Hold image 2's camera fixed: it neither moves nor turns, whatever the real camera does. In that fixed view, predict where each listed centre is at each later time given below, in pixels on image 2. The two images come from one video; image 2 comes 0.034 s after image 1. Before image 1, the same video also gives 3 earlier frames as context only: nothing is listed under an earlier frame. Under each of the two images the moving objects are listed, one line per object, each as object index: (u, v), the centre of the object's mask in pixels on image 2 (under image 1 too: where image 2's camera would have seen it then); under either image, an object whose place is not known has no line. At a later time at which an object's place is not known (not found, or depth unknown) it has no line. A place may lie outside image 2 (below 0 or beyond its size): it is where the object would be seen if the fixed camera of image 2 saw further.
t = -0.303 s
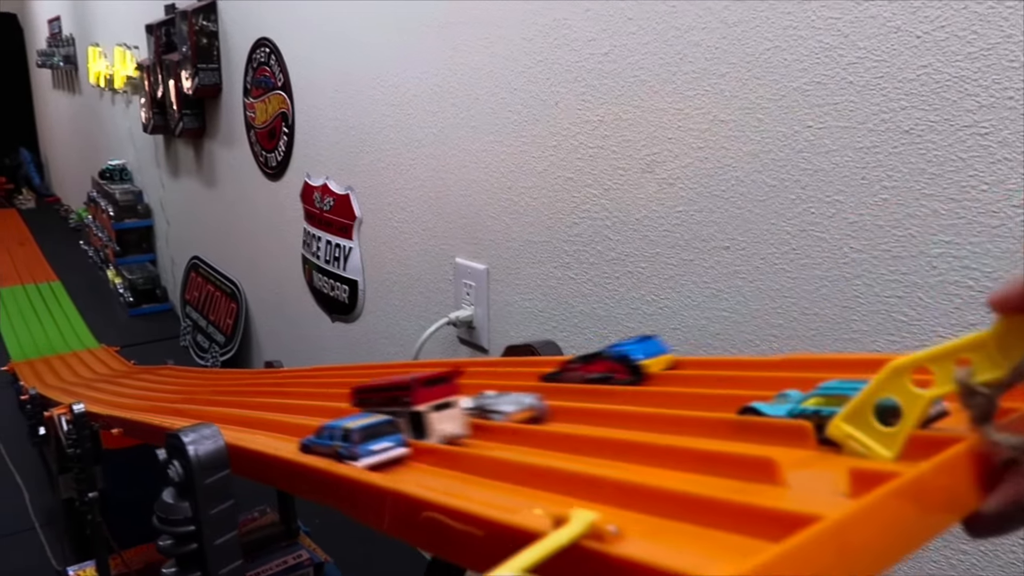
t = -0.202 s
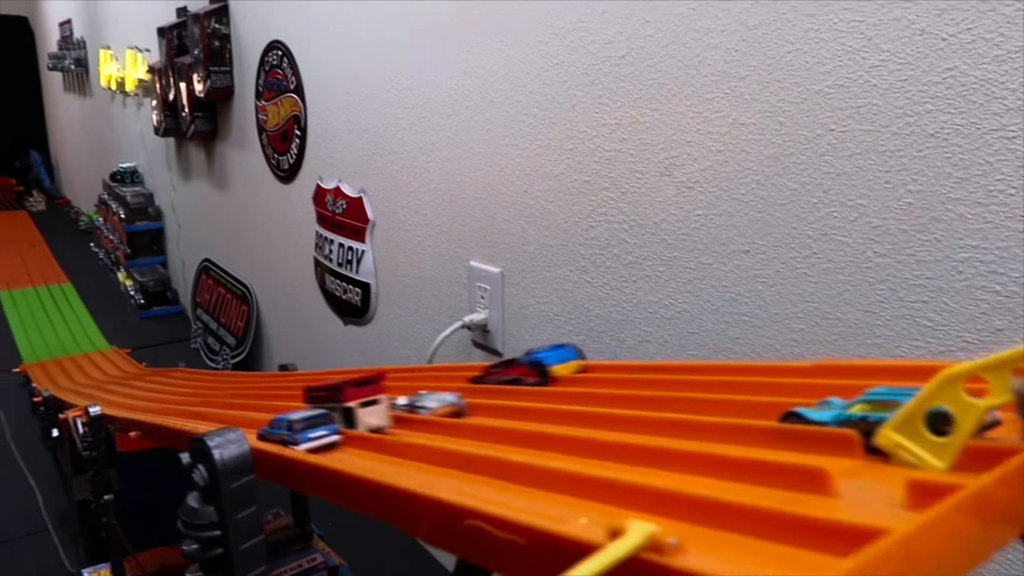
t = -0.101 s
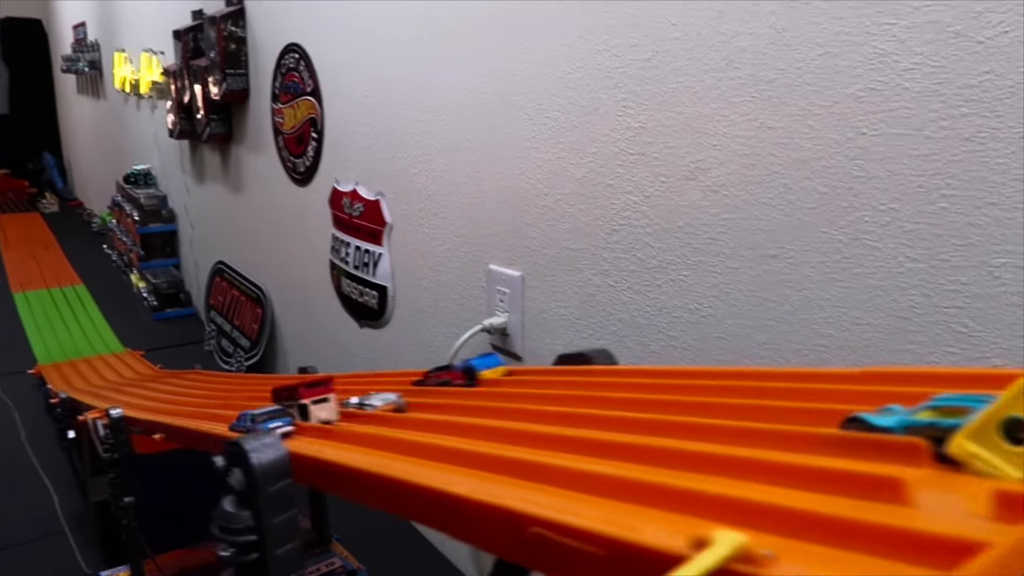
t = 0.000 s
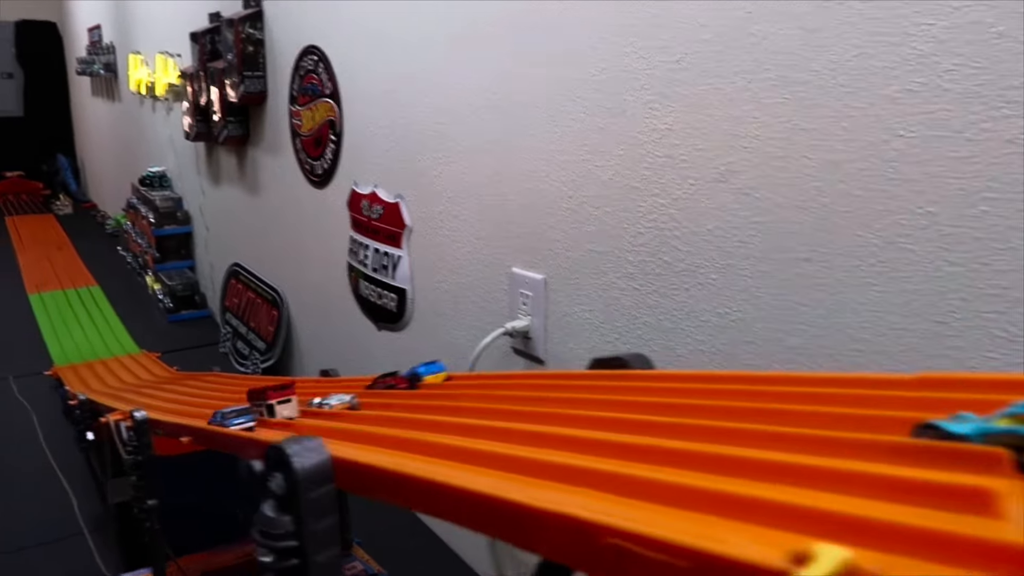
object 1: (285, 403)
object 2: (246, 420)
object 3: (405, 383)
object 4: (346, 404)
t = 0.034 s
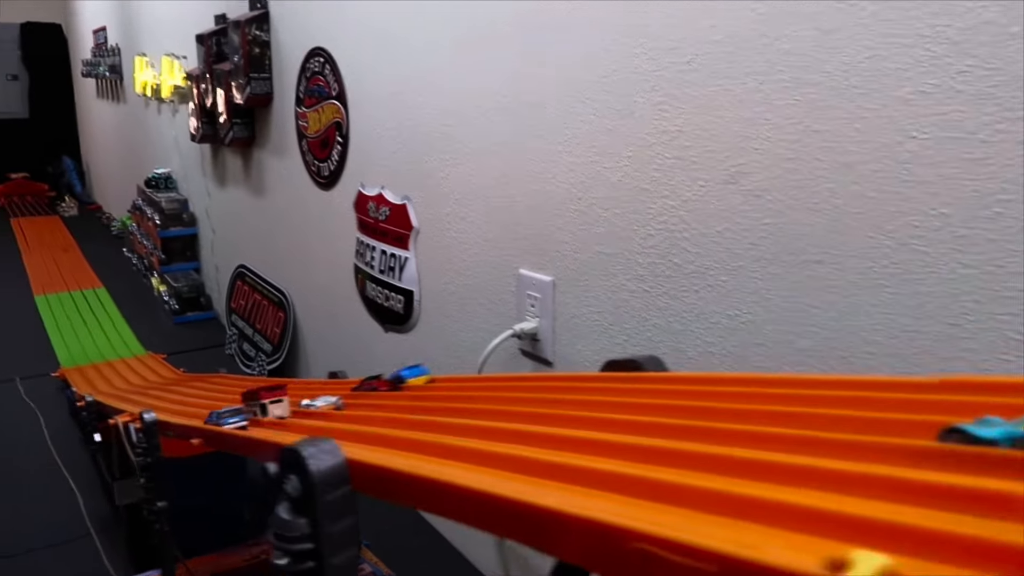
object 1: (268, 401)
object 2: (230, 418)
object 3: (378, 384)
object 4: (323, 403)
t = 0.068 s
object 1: (250, 401)
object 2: (213, 416)
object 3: (355, 385)
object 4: (303, 402)
